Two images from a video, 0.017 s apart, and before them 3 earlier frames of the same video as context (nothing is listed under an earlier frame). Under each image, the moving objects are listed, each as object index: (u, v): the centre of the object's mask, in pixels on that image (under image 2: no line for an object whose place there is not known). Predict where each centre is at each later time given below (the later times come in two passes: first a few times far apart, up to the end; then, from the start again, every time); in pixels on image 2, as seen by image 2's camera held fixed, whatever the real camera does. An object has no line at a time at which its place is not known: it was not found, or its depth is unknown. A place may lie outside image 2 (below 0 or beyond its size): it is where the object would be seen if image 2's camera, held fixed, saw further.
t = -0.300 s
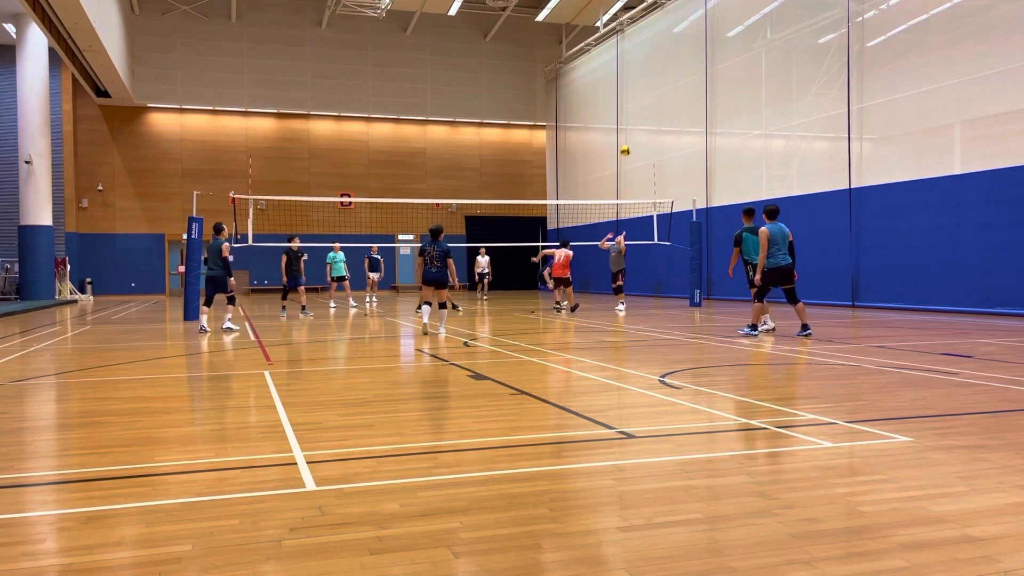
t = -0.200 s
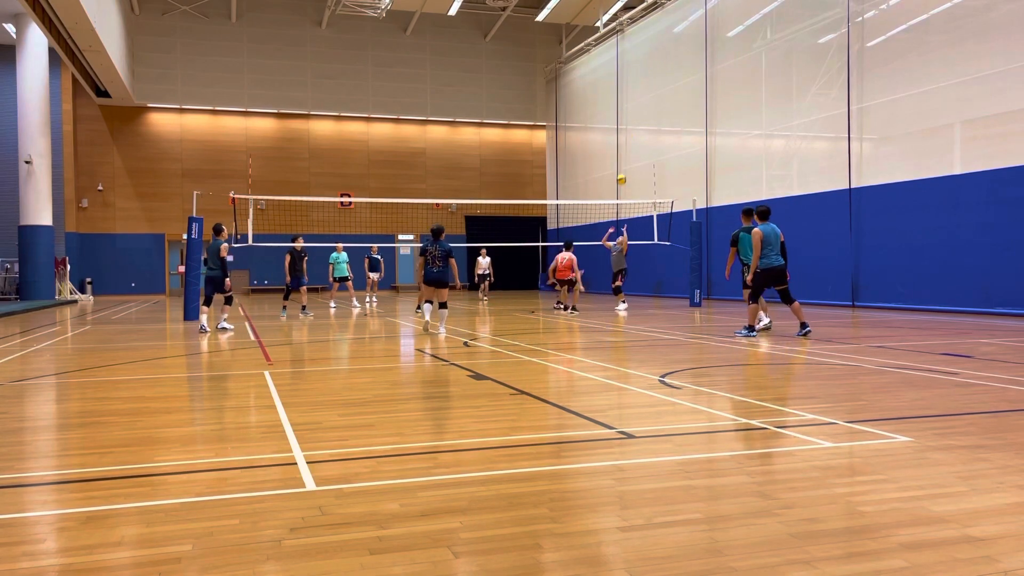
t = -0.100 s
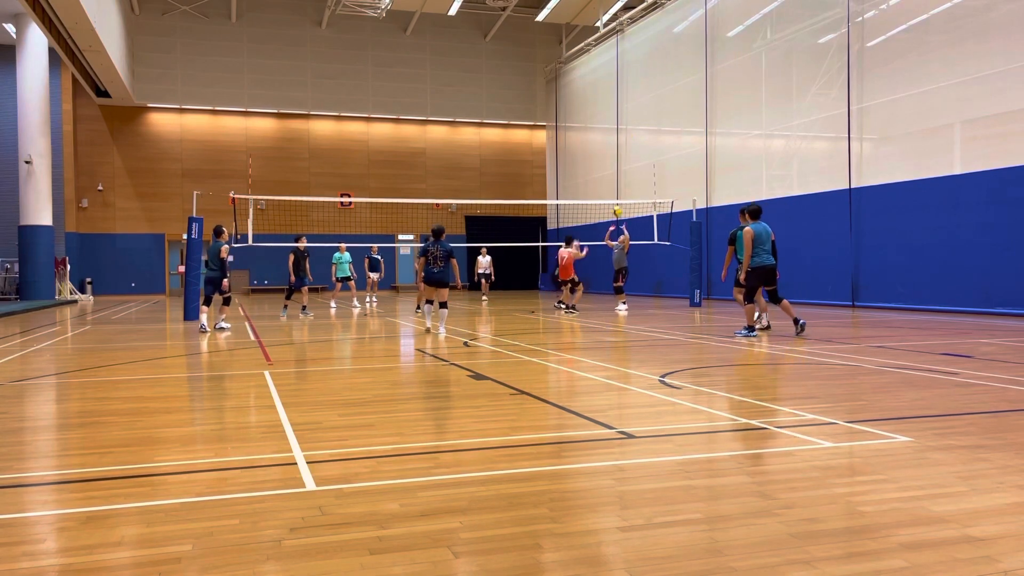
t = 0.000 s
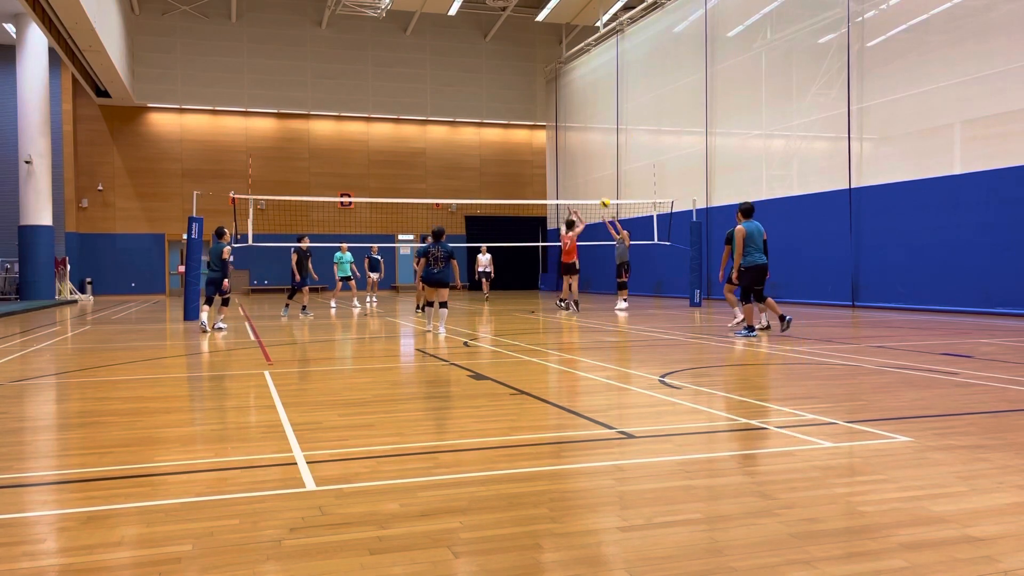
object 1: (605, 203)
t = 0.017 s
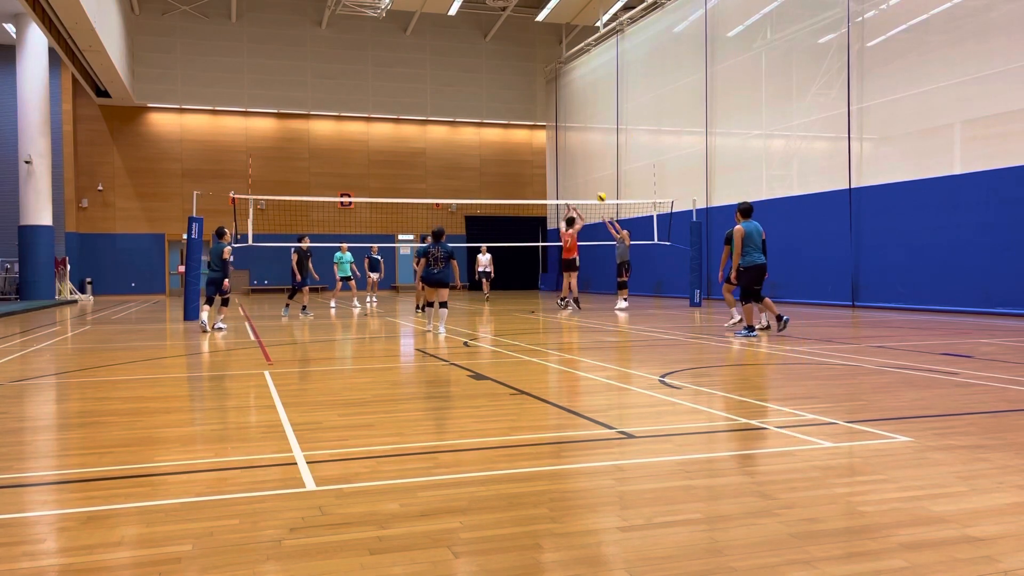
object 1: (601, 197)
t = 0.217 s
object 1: (561, 136)
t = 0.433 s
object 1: (518, 91)
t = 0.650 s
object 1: (476, 68)
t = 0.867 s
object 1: (433, 67)
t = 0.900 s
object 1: (426, 69)
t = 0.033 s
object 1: (598, 191)
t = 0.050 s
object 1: (594, 186)
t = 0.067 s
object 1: (591, 180)
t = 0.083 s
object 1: (588, 175)
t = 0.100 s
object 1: (584, 170)
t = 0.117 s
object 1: (581, 164)
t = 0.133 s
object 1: (577, 159)
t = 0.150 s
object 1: (574, 154)
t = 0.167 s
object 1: (571, 150)
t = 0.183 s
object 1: (568, 145)
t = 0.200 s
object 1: (564, 141)
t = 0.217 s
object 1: (561, 136)
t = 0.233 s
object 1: (558, 132)
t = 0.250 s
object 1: (554, 128)
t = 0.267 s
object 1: (551, 124)
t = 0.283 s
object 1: (548, 120)
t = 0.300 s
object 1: (544, 116)
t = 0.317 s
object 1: (541, 113)
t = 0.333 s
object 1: (538, 109)
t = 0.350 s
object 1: (535, 106)
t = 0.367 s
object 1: (531, 102)
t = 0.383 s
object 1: (528, 99)
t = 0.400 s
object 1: (525, 96)
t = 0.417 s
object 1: (521, 93)
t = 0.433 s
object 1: (518, 91)
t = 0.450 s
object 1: (515, 88)
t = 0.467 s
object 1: (512, 86)
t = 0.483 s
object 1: (508, 84)
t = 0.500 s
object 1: (505, 81)
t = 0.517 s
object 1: (502, 79)
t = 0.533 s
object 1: (498, 77)
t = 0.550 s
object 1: (495, 76)
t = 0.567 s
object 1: (492, 74)
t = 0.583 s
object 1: (489, 73)
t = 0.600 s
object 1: (485, 71)
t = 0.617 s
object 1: (482, 70)
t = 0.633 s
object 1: (479, 69)
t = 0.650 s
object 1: (476, 68)
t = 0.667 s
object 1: (472, 67)
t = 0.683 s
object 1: (469, 66)
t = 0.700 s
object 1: (465, 66)
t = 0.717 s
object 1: (462, 65)
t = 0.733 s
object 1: (459, 65)
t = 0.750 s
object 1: (456, 65)
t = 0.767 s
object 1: (452, 65)
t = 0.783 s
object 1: (449, 65)
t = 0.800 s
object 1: (446, 65)
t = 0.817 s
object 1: (443, 66)
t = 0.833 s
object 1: (439, 66)
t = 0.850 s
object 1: (436, 67)
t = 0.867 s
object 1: (433, 67)
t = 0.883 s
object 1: (430, 68)
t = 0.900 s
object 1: (426, 69)
